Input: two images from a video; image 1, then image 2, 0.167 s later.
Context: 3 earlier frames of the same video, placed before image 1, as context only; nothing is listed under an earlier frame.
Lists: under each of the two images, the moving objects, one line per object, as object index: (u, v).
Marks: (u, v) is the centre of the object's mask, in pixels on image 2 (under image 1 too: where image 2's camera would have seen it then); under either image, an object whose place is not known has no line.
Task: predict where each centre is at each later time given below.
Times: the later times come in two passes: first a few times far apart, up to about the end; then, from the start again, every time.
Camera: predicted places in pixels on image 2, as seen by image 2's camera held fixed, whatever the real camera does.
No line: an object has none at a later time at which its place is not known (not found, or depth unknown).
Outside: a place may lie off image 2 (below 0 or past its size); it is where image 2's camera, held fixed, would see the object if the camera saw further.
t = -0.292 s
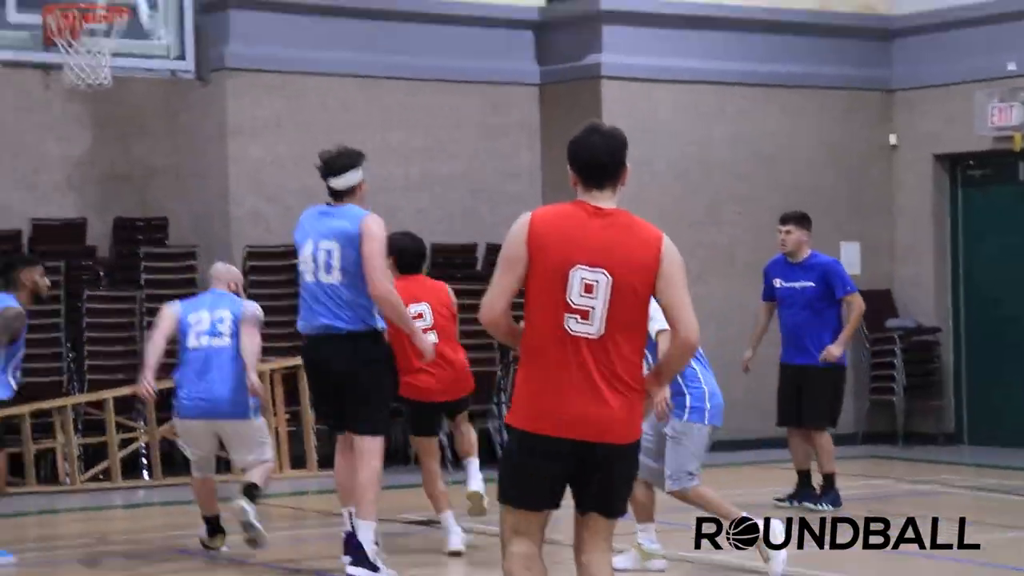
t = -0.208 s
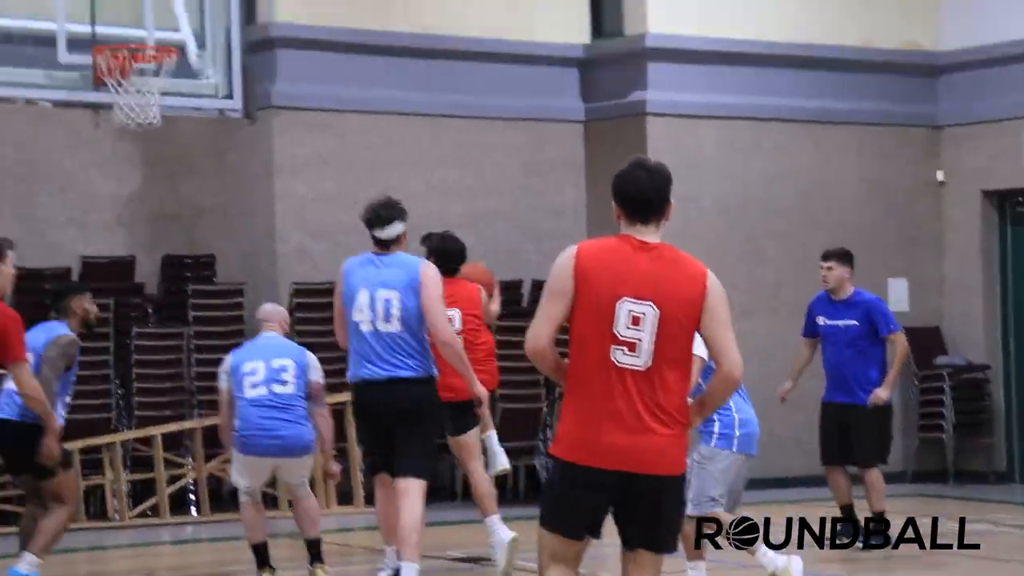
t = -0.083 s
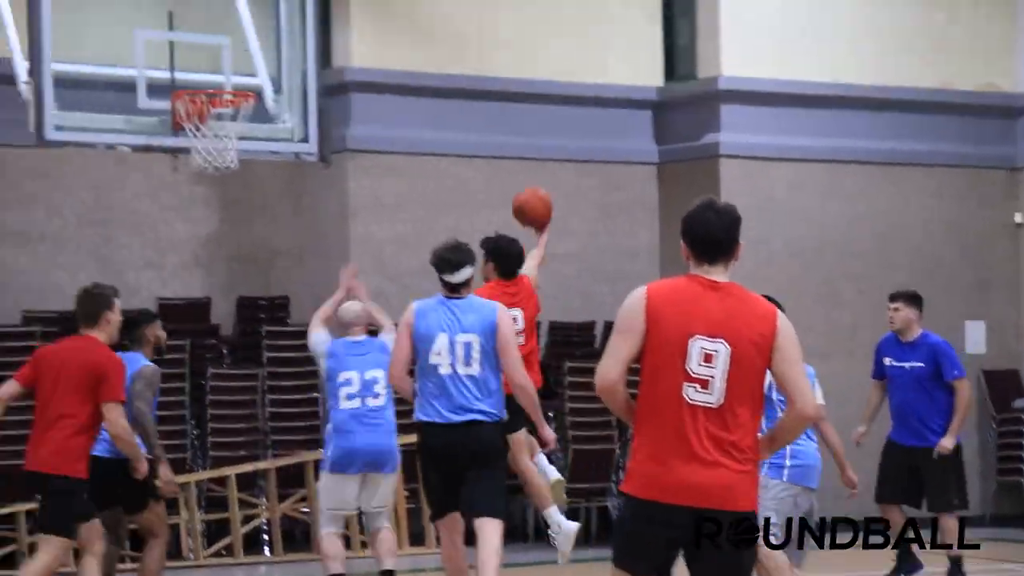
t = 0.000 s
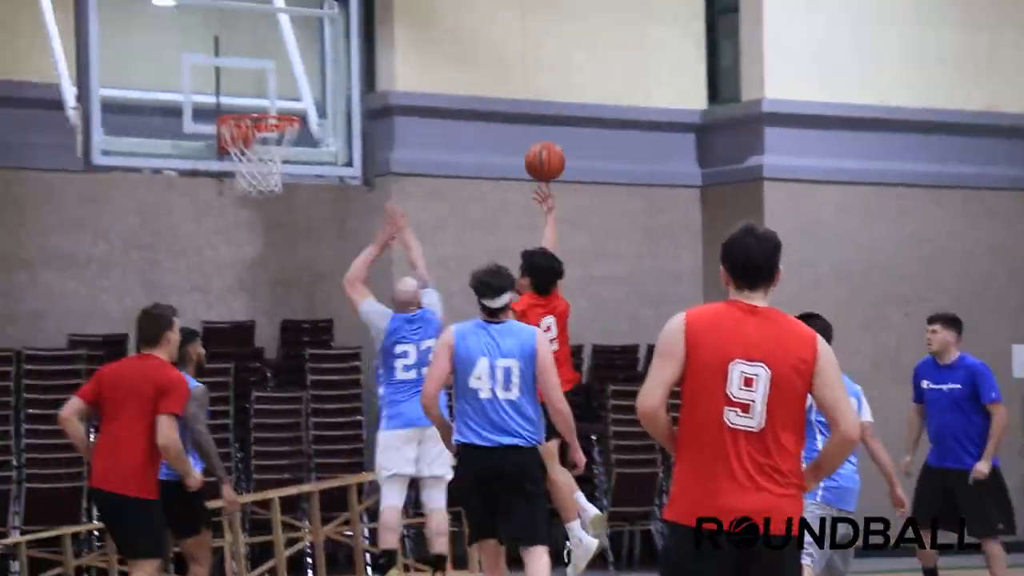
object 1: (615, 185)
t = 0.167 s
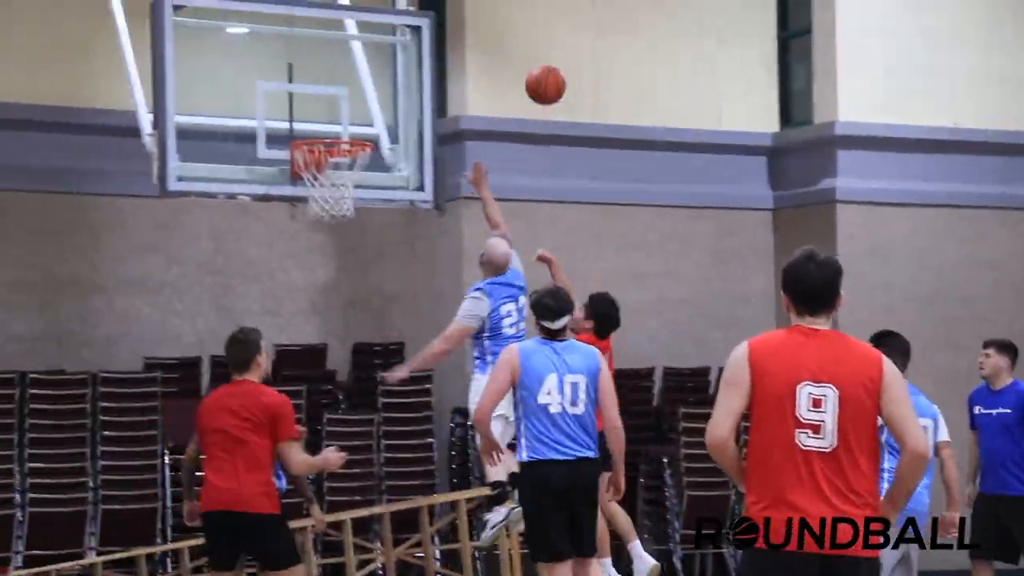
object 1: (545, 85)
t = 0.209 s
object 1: (528, 68)
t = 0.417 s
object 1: (444, 20)
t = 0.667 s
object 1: (344, 56)
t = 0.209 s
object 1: (528, 68)
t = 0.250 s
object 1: (511, 53)
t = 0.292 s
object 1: (494, 41)
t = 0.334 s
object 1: (477, 31)
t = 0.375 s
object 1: (460, 24)
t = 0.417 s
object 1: (444, 20)
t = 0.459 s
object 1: (428, 19)
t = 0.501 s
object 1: (411, 21)
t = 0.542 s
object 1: (394, 26)
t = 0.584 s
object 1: (378, 33)
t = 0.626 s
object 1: (361, 43)
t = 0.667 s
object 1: (344, 56)
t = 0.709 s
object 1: (328, 71)
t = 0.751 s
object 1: (322, 83)
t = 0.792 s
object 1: (321, 94)
